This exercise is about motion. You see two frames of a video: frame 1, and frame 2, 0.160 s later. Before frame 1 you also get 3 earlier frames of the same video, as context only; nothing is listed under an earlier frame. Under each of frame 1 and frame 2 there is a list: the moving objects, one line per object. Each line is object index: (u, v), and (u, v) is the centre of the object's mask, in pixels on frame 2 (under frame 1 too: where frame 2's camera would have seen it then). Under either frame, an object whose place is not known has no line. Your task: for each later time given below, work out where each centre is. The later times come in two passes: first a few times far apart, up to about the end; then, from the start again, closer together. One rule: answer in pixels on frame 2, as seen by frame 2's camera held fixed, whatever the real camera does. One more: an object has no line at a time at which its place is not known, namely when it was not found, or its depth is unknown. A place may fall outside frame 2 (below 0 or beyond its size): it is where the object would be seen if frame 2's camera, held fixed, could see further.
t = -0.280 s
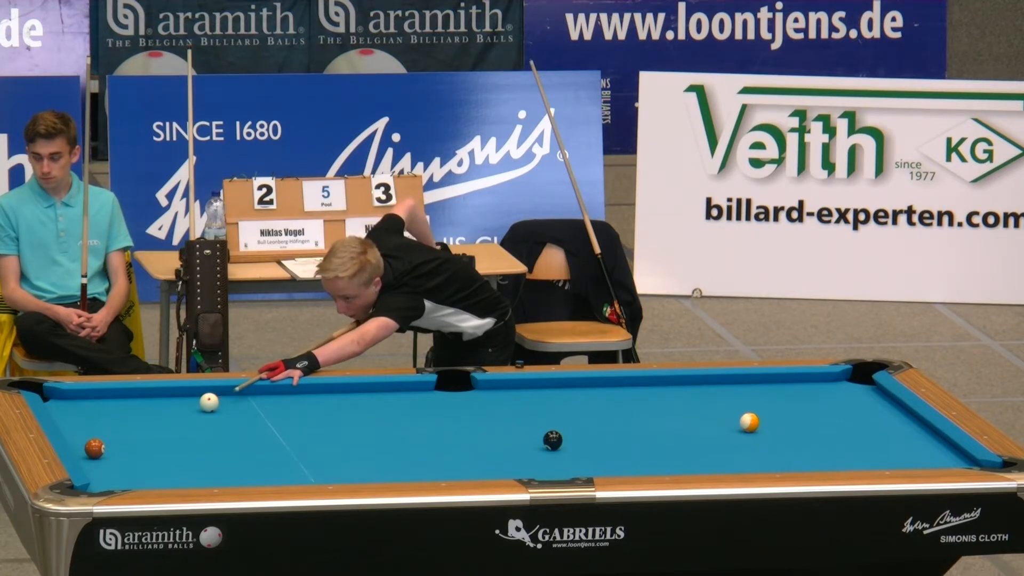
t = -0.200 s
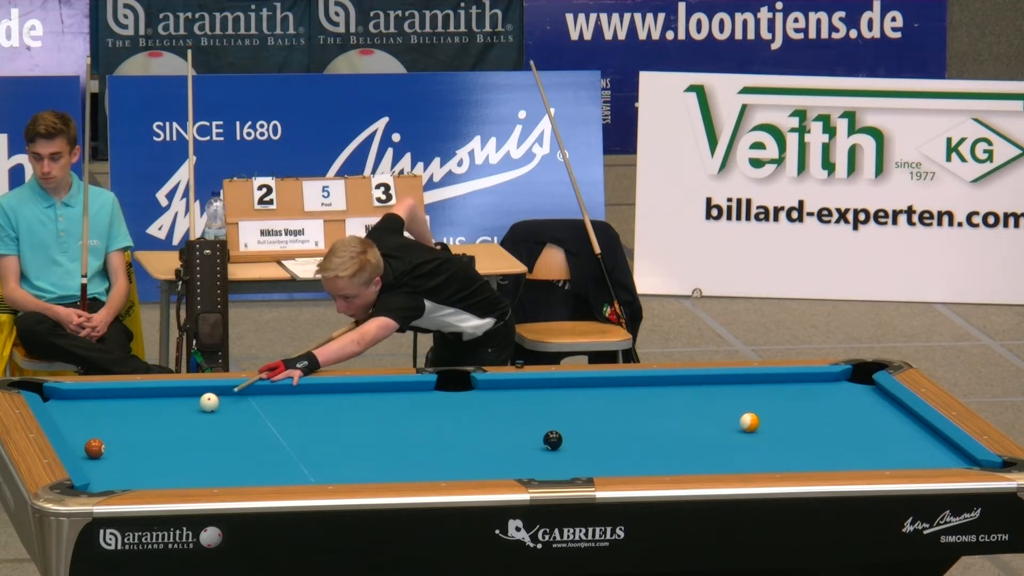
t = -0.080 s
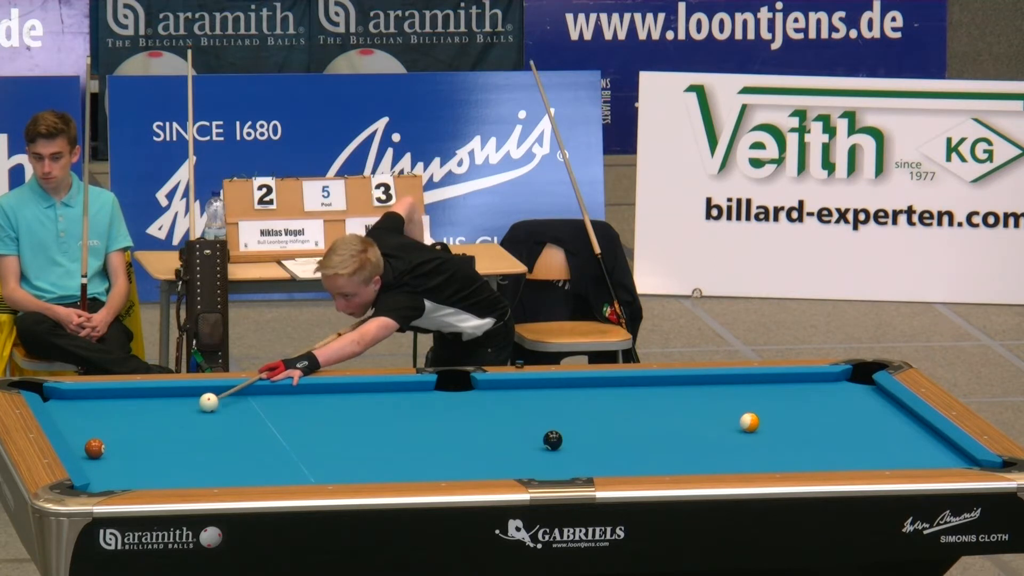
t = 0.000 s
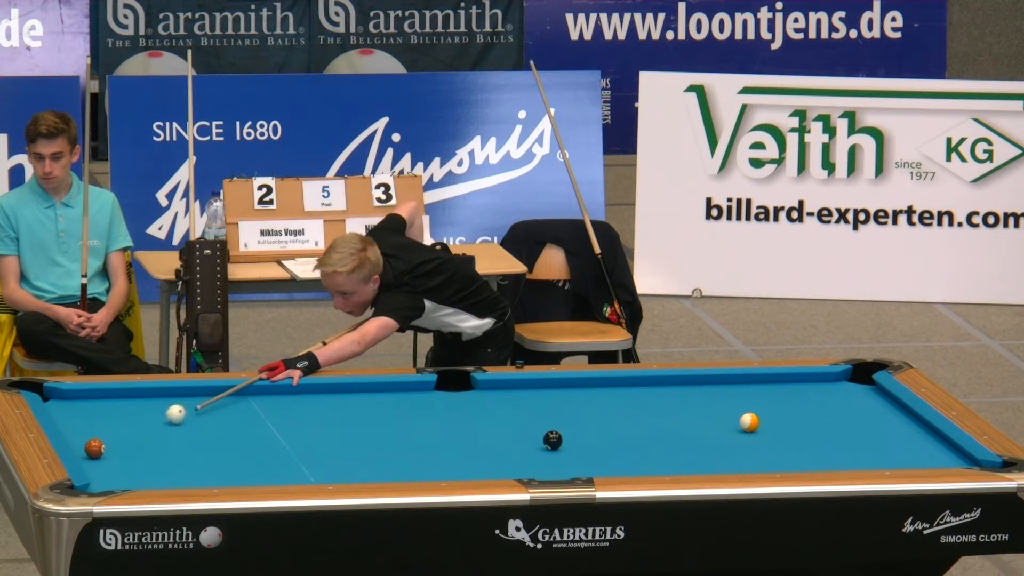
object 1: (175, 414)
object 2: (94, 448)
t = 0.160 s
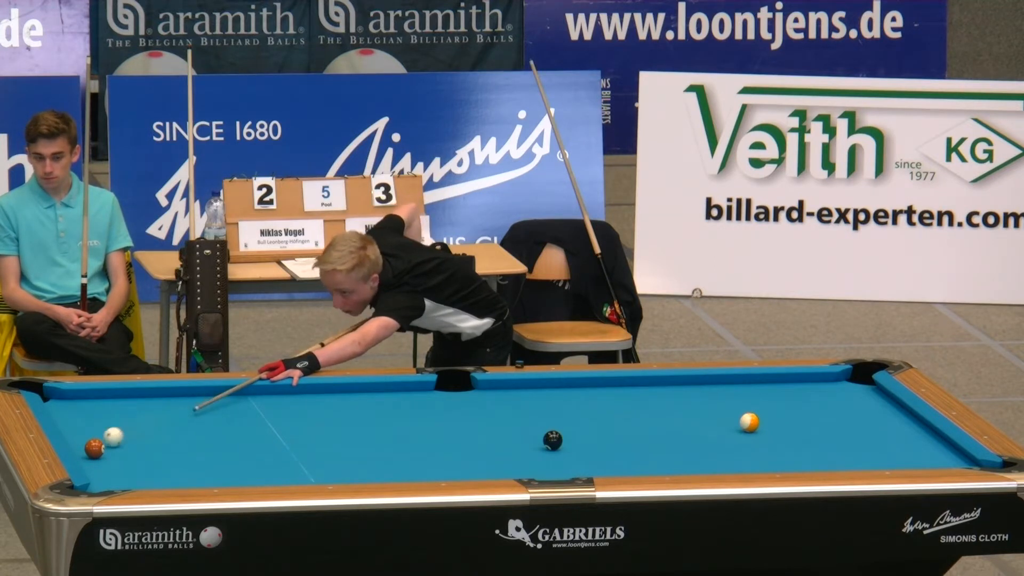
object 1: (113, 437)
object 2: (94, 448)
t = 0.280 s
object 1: (79, 443)
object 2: (94, 456)
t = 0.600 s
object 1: (134, 437)
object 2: (104, 483)
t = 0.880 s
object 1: (178, 432)
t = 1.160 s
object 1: (220, 428)
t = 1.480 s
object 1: (264, 423)
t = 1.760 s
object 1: (301, 419)
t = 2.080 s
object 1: (339, 415)
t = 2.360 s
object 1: (371, 411)
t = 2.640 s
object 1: (400, 408)
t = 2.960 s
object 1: (431, 405)
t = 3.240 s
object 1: (456, 402)
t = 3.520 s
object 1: (479, 400)
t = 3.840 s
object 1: (502, 397)
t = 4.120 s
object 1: (521, 395)
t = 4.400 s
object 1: (537, 393)
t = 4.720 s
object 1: (554, 392)
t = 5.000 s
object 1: (566, 390)
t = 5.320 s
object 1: (577, 389)
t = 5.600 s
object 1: (585, 388)
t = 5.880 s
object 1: (591, 387)
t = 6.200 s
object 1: (594, 386)
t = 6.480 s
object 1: (596, 386)
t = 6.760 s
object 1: (597, 385)
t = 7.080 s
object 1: (597, 385)
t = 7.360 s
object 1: (597, 385)
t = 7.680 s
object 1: (597, 385)
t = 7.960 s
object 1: (597, 385)
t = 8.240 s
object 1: (597, 385)
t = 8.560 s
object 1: (597, 385)
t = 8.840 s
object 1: (597, 386)
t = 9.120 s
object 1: (597, 386)
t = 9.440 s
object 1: (597, 386)
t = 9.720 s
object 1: (597, 385)
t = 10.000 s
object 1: (597, 385)
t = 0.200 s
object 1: (101, 438)
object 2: (94, 449)
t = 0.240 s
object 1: (83, 442)
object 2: (94, 451)
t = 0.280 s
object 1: (79, 443)
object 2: (94, 456)
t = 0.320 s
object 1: (87, 442)
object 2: (94, 460)
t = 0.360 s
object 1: (94, 442)
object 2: (94, 464)
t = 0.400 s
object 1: (101, 441)
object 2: (94, 469)
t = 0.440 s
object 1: (108, 440)
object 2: (94, 472)
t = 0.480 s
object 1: (114, 440)
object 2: (96, 475)
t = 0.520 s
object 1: (121, 439)
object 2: (99, 478)
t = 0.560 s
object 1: (127, 438)
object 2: (102, 481)
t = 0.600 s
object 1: (134, 437)
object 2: (104, 483)
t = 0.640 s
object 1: (141, 437)
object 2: (107, 484)
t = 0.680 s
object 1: (147, 436)
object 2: (109, 485)
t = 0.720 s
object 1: (153, 435)
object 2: (105, 486)
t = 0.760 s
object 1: (160, 434)
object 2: (97, 488)
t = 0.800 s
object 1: (166, 434)
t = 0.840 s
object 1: (172, 433)
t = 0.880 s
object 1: (178, 432)
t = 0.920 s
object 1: (184, 432)
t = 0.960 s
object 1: (190, 431)
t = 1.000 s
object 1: (196, 430)
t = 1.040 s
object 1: (202, 430)
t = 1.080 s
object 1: (208, 429)
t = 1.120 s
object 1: (214, 428)
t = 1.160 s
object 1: (220, 428)
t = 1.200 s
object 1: (225, 427)
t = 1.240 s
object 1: (231, 426)
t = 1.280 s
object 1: (237, 426)
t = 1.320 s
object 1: (242, 425)
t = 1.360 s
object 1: (248, 424)
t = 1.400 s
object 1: (253, 424)
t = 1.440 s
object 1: (259, 423)
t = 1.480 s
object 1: (264, 423)
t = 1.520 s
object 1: (269, 422)
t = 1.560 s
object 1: (275, 421)
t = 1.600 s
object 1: (280, 421)
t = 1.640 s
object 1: (285, 420)
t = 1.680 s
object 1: (291, 420)
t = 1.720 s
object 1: (295, 419)
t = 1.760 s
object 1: (301, 419)
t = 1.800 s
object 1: (306, 418)
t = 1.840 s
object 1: (311, 418)
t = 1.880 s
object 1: (316, 417)
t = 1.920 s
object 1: (320, 417)
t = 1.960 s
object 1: (325, 416)
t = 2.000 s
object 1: (330, 416)
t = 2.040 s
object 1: (335, 415)
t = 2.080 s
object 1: (339, 415)
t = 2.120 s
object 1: (344, 414)
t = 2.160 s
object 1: (348, 413)
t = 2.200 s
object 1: (353, 413)
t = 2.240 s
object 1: (357, 413)
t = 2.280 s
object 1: (362, 412)
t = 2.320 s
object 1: (366, 412)
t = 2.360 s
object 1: (371, 411)
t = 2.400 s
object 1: (375, 411)
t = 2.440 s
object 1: (379, 410)
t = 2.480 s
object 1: (383, 410)
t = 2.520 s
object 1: (387, 409)
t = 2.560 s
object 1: (391, 409)
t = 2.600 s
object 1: (396, 408)
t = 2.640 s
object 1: (400, 408)
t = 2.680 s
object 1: (404, 408)
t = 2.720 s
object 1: (408, 407)
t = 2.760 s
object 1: (412, 407)
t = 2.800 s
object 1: (415, 406)
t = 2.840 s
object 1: (419, 406)
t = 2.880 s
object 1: (423, 406)
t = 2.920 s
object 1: (427, 405)
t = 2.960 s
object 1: (431, 405)
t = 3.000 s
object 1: (435, 405)
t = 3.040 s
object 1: (438, 404)
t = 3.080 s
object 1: (442, 404)
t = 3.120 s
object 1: (446, 403)
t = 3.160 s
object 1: (449, 403)
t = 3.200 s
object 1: (453, 403)
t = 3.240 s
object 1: (456, 402)
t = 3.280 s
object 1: (459, 402)
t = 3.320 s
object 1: (463, 401)
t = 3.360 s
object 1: (466, 401)
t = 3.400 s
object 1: (469, 401)
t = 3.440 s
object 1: (472, 400)
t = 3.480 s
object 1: (476, 400)
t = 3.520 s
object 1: (479, 400)
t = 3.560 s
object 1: (482, 399)
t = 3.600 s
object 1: (485, 399)
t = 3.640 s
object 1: (488, 399)
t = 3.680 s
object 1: (491, 399)
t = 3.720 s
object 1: (494, 398)
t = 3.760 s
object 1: (496, 398)
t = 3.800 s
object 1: (500, 398)
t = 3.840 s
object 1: (502, 397)
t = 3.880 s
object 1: (505, 397)
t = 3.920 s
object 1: (508, 397)
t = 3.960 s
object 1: (510, 396)
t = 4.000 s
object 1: (513, 396)
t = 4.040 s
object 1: (515, 396)
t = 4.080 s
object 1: (518, 395)
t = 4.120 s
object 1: (521, 395)
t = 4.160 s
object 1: (523, 395)
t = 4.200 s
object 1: (526, 395)
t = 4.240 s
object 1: (528, 394)
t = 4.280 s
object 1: (531, 394)
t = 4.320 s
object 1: (533, 394)
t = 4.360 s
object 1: (535, 394)
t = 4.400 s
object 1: (537, 393)
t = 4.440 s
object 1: (540, 393)
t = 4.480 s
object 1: (542, 393)
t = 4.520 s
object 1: (544, 393)
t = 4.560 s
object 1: (546, 392)
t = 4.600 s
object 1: (548, 392)
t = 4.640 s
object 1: (550, 392)
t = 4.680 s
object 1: (552, 392)
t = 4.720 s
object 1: (554, 392)
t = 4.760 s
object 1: (556, 391)
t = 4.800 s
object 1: (558, 391)
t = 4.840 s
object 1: (559, 391)
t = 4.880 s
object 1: (561, 391)
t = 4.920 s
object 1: (563, 391)
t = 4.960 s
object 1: (564, 390)
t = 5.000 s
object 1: (566, 390)
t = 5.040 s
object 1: (568, 390)
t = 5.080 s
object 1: (569, 390)
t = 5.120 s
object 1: (571, 390)
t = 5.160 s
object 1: (572, 390)
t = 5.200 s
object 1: (574, 389)
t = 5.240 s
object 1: (575, 389)
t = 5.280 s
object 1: (576, 389)
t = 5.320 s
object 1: (577, 389)
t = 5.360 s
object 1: (578, 389)
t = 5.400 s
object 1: (580, 389)
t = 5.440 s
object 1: (581, 388)
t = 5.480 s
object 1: (582, 388)
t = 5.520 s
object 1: (583, 388)
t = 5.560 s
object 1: (584, 388)
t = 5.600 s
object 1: (585, 388)
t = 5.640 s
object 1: (586, 388)
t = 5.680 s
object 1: (587, 388)
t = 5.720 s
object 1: (588, 387)
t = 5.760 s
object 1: (589, 387)
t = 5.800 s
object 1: (589, 387)
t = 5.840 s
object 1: (590, 387)
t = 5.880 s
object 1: (591, 387)
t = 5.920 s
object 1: (591, 387)
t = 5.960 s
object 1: (592, 387)
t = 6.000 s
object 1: (593, 387)
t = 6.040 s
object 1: (593, 387)
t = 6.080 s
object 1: (593, 386)
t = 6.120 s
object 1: (594, 386)
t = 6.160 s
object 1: (594, 386)
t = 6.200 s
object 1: (594, 386)
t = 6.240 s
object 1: (595, 386)
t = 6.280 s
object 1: (595, 386)
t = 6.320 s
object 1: (595, 386)
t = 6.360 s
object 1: (595, 386)
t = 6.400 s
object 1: (596, 386)
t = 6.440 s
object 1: (596, 386)
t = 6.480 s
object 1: (596, 386)
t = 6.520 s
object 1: (596, 386)
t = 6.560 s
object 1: (596, 386)
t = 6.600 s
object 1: (596, 386)
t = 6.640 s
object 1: (597, 386)
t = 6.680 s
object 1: (597, 386)
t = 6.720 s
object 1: (597, 385)
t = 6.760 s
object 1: (597, 385)
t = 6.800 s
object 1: (597, 385)
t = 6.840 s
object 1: (597, 385)
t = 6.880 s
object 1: (597, 385)
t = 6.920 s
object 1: (597, 385)
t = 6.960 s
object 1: (597, 385)
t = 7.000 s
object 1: (597, 385)
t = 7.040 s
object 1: (597, 385)
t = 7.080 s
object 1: (597, 385)
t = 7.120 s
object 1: (597, 385)
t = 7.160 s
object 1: (597, 385)
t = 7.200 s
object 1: (597, 385)
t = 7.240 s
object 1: (597, 385)
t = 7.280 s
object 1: (597, 386)
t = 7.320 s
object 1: (597, 386)
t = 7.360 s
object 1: (597, 385)
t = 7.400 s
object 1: (597, 386)
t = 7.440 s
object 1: (597, 386)
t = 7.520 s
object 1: (597, 385)
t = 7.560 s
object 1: (597, 385)
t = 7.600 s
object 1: (597, 385)
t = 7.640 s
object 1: (597, 385)
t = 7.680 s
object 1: (597, 385)
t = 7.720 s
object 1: (597, 386)
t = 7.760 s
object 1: (597, 386)
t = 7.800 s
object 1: (597, 385)
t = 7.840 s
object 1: (597, 385)
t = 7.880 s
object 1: (597, 385)
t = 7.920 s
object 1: (597, 385)
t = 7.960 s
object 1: (597, 385)
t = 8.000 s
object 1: (597, 385)
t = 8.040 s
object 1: (597, 385)
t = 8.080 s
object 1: (597, 385)
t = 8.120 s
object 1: (597, 386)
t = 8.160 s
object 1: (597, 385)
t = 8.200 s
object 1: (597, 385)
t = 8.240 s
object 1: (597, 385)
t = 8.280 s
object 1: (597, 385)
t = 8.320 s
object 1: (597, 385)
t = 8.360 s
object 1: (597, 385)
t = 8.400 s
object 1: (597, 385)
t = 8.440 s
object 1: (597, 385)
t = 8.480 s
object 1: (597, 385)
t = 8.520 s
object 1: (597, 385)
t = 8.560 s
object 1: (597, 385)
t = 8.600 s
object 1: (597, 385)
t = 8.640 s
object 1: (597, 385)
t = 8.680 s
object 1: (597, 385)
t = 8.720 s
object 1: (597, 385)
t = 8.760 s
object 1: (597, 385)
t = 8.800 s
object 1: (597, 385)
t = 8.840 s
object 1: (597, 386)
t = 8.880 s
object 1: (597, 386)
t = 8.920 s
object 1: (597, 386)
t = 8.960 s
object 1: (597, 386)
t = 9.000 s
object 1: (597, 386)
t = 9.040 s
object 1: (597, 386)
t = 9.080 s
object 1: (597, 386)
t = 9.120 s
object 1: (597, 386)
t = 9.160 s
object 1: (597, 386)
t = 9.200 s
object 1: (597, 386)
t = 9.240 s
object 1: (597, 386)
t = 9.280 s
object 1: (597, 386)
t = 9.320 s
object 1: (597, 386)
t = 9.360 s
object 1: (597, 386)
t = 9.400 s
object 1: (597, 386)
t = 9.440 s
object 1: (597, 386)
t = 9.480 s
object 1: (597, 386)
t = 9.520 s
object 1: (597, 386)
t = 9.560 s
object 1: (597, 386)
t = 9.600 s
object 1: (597, 386)
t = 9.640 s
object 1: (597, 386)
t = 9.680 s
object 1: (597, 385)
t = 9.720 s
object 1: (597, 385)
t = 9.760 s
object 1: (597, 385)
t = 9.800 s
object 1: (597, 386)
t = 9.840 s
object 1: (597, 385)
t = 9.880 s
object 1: (597, 385)
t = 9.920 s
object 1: (597, 385)
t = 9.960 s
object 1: (597, 386)
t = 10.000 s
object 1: (597, 385)
